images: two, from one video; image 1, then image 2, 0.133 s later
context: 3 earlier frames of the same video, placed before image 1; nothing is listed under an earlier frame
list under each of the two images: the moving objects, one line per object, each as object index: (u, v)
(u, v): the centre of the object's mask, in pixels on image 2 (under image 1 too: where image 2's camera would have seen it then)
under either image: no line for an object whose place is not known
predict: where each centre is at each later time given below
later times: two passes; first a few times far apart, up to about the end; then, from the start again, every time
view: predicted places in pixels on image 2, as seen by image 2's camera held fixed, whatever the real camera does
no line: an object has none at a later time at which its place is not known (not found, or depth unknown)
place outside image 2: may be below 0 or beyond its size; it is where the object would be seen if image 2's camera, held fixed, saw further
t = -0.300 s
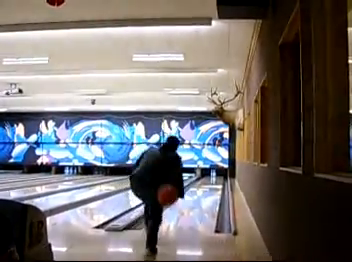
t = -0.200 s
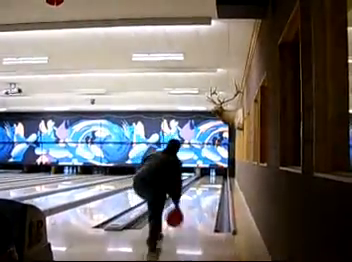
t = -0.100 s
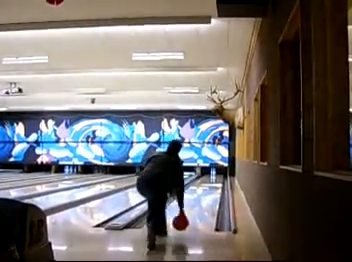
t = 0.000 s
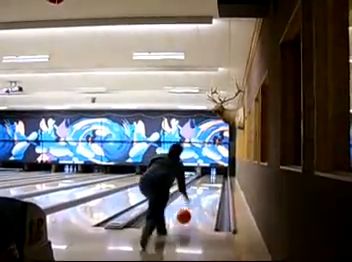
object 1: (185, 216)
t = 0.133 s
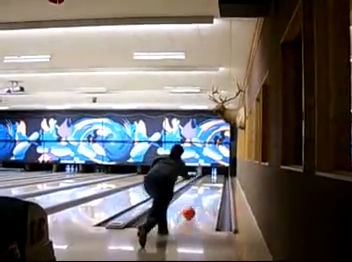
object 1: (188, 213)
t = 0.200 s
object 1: (190, 210)
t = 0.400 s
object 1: (194, 202)
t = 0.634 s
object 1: (198, 195)
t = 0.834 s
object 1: (200, 191)
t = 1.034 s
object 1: (202, 188)
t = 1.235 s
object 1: (203, 186)
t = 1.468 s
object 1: (203, 185)
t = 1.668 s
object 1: (205, 181)
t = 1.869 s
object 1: (205, 179)
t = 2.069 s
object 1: (207, 177)
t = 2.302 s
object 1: (207, 176)
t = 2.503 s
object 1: (208, 175)
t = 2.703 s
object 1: (208, 174)
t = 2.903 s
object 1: (208, 173)
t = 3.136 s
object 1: (208, 173)
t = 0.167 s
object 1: (189, 211)
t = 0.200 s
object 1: (190, 210)
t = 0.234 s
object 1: (191, 208)
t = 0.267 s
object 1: (192, 206)
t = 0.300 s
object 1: (192, 206)
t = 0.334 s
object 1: (193, 204)
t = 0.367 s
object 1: (194, 203)
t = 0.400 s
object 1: (194, 202)
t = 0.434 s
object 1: (195, 201)
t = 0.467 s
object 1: (196, 199)
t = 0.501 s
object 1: (197, 199)
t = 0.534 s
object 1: (197, 198)
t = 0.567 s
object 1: (197, 197)
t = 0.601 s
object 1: (198, 196)
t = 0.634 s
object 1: (198, 195)
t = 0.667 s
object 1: (198, 194)
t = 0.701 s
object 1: (199, 193)
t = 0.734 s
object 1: (199, 192)
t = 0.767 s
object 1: (199, 192)
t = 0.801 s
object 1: (199, 192)
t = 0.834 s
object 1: (200, 191)
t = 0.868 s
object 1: (200, 190)
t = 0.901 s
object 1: (200, 190)
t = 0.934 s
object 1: (201, 189)
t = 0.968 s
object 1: (201, 189)
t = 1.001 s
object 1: (201, 188)
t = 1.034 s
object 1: (202, 188)
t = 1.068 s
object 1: (202, 187)
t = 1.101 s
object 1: (202, 187)
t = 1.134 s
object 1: (202, 186)
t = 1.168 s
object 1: (203, 186)
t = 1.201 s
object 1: (203, 185)
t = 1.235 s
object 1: (203, 186)
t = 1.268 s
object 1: (203, 186)
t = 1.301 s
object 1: (202, 186)
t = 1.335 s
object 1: (203, 185)
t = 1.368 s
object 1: (203, 184)
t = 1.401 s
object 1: (203, 185)
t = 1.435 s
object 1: (203, 185)
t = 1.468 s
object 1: (203, 185)
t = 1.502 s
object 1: (203, 182)
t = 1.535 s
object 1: (204, 181)
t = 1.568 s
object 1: (203, 181)
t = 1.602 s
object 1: (205, 180)
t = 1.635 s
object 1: (205, 181)
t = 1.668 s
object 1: (205, 181)
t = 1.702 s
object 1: (205, 180)
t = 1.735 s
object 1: (205, 180)
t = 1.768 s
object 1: (205, 180)
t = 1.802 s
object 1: (206, 179)
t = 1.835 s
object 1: (206, 179)
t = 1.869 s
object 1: (205, 179)
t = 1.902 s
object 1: (206, 179)
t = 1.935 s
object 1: (207, 178)
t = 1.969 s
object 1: (207, 178)
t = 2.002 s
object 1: (207, 178)
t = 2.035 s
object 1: (207, 178)
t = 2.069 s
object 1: (207, 177)
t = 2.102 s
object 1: (206, 177)
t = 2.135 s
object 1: (207, 177)
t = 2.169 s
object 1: (208, 177)
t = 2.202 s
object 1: (208, 177)
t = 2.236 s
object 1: (208, 177)
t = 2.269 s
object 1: (208, 176)
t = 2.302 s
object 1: (207, 176)
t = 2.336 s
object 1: (207, 176)
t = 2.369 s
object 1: (207, 176)
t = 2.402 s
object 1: (208, 175)
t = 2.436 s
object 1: (208, 175)
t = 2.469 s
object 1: (207, 175)
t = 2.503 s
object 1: (208, 175)
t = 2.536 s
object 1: (208, 175)
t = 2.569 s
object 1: (208, 175)
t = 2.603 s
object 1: (208, 175)
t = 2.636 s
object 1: (208, 175)
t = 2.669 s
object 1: (207, 174)
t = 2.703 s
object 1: (208, 174)
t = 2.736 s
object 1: (207, 174)
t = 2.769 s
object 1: (207, 174)
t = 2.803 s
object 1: (208, 174)
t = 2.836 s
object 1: (207, 174)
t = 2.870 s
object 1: (208, 173)
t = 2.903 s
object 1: (208, 173)
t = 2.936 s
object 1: (208, 173)
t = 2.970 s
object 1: (208, 173)
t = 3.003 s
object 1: (208, 173)
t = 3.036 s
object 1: (208, 173)
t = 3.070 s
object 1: (208, 173)
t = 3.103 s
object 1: (207, 173)
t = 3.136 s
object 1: (208, 173)
